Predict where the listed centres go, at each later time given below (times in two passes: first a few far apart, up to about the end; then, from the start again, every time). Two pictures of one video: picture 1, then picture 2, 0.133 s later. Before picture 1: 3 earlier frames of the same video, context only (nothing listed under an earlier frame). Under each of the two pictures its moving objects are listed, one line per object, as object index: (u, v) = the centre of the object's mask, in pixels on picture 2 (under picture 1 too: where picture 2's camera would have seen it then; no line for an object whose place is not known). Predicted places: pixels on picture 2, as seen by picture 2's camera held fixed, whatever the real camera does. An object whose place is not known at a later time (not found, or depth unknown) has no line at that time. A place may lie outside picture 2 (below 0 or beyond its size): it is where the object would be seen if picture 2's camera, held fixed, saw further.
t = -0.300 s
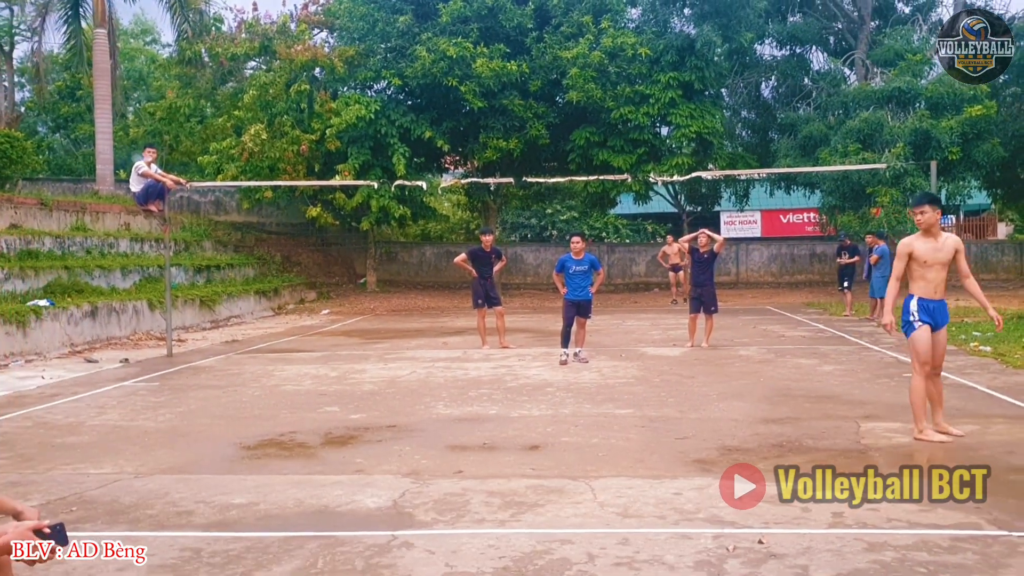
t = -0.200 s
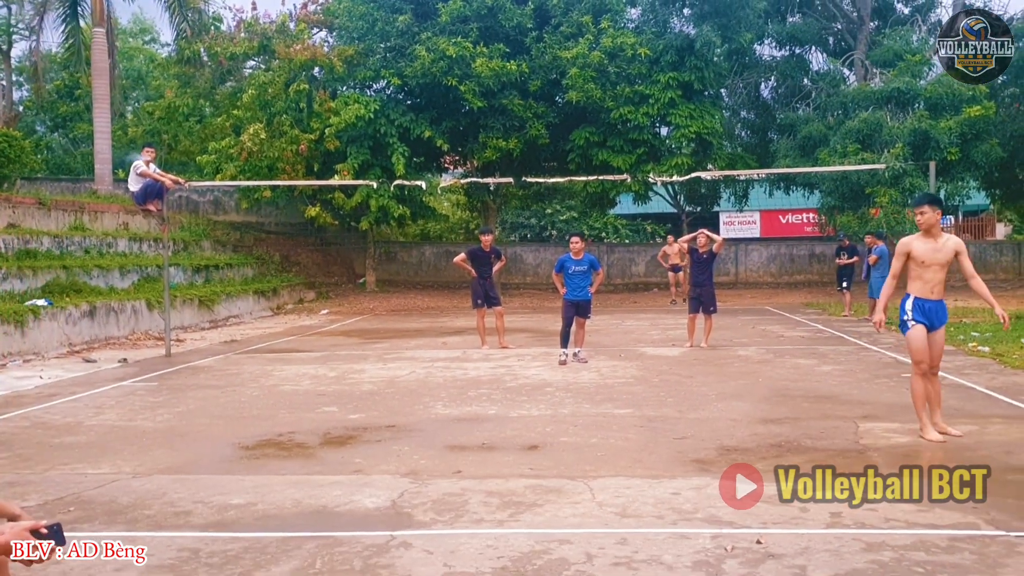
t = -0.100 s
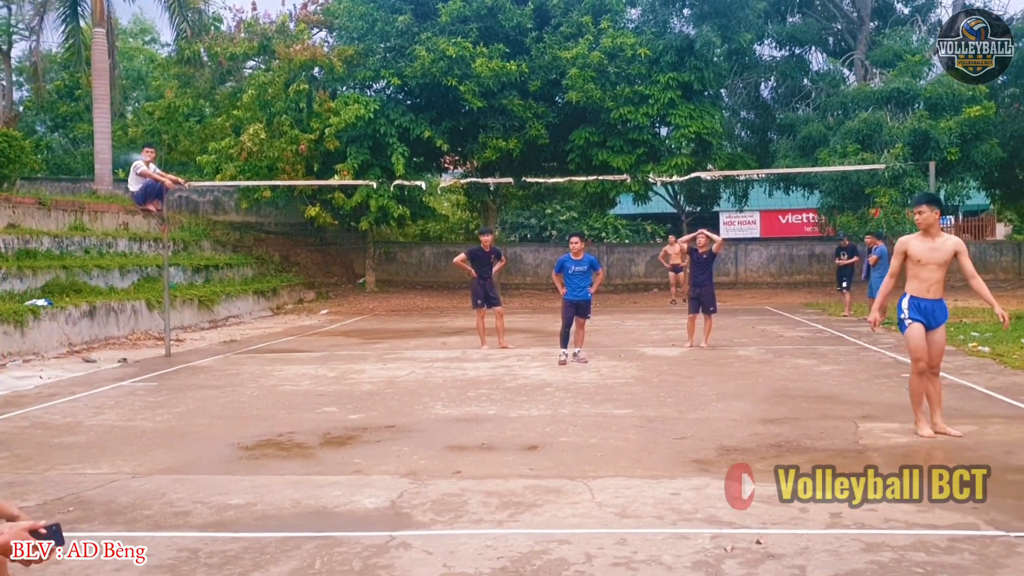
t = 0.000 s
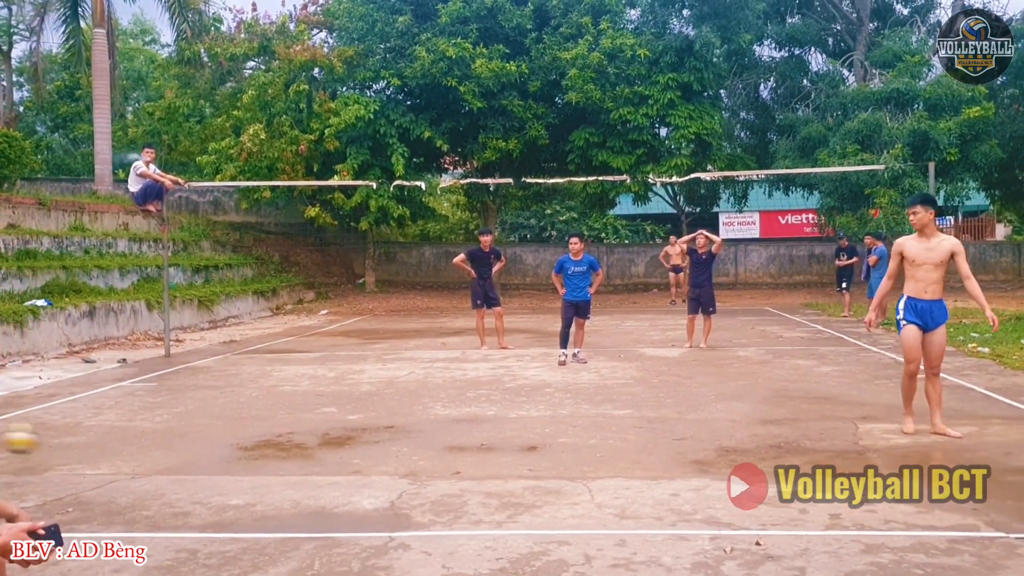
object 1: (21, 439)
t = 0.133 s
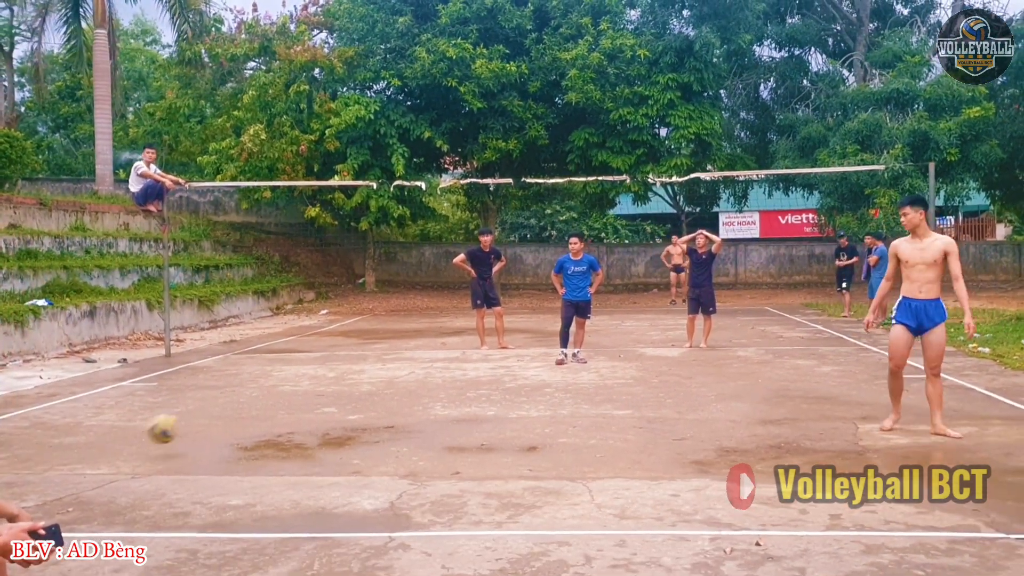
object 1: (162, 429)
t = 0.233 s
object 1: (248, 411)
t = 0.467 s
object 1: (422, 415)
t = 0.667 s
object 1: (549, 398)
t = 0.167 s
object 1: (194, 421)
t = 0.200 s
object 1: (222, 415)
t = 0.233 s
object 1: (248, 411)
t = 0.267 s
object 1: (276, 408)
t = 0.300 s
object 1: (302, 407)
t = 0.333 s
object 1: (327, 408)
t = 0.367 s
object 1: (351, 410)
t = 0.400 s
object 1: (376, 413)
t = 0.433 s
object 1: (398, 419)
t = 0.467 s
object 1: (422, 415)
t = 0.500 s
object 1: (446, 407)
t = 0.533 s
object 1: (467, 403)
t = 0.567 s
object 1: (488, 400)
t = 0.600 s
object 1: (509, 397)
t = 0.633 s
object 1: (530, 397)
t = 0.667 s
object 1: (549, 398)
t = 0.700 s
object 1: (567, 401)
